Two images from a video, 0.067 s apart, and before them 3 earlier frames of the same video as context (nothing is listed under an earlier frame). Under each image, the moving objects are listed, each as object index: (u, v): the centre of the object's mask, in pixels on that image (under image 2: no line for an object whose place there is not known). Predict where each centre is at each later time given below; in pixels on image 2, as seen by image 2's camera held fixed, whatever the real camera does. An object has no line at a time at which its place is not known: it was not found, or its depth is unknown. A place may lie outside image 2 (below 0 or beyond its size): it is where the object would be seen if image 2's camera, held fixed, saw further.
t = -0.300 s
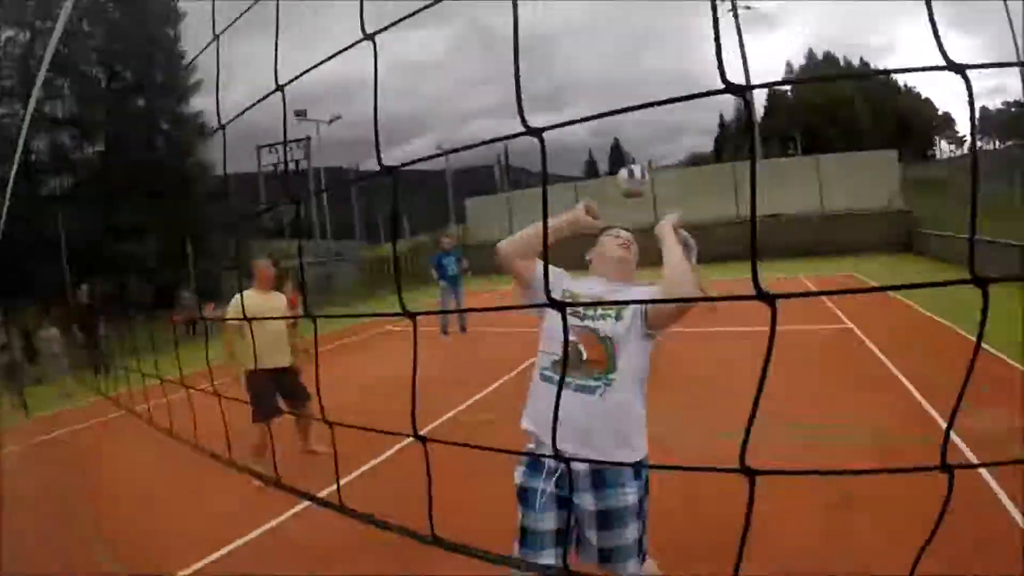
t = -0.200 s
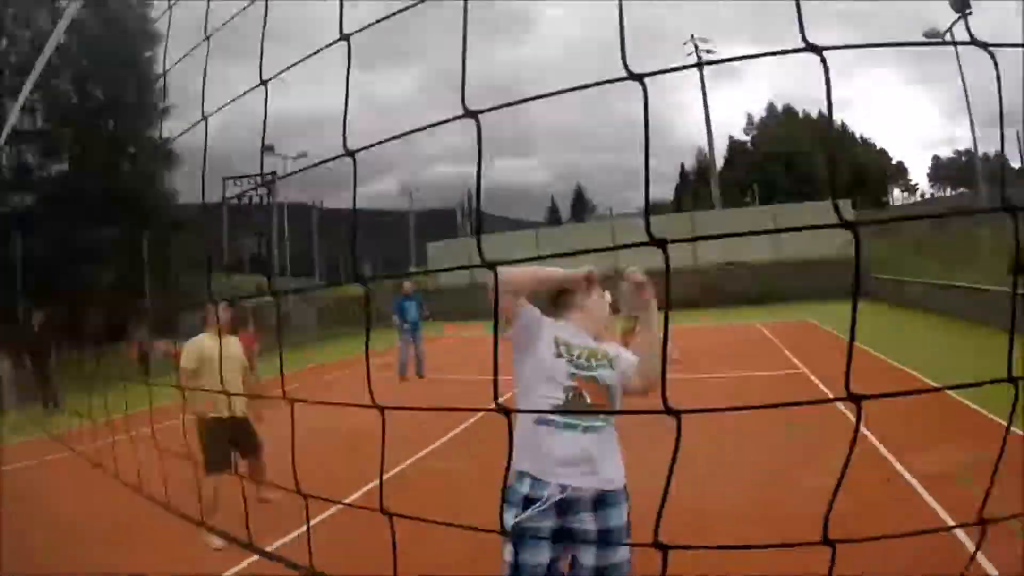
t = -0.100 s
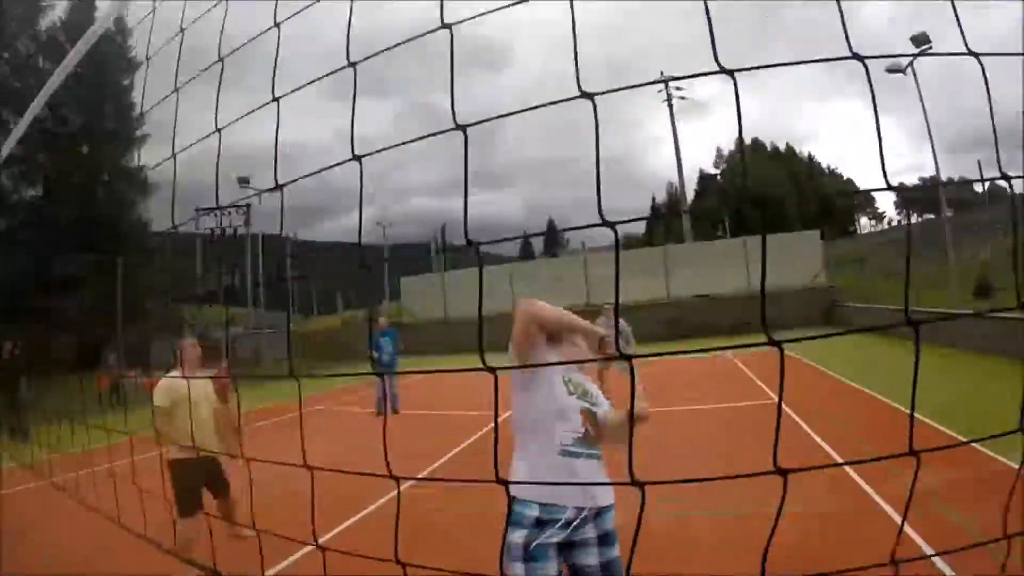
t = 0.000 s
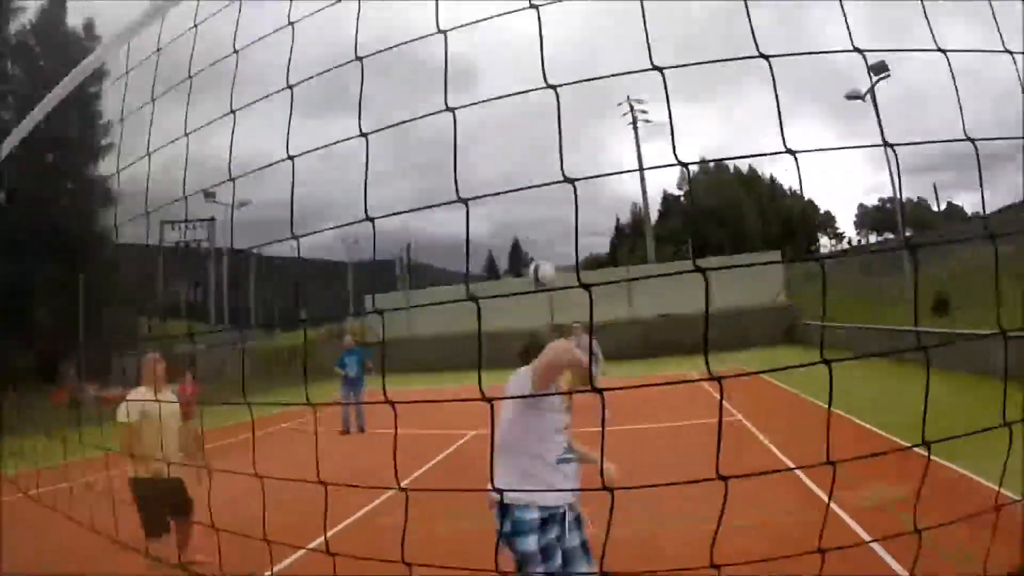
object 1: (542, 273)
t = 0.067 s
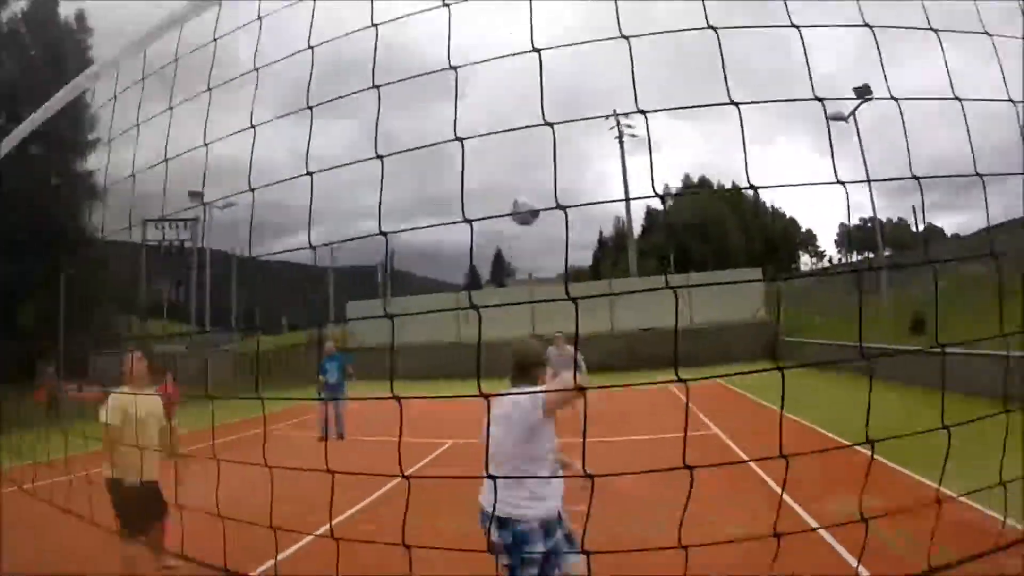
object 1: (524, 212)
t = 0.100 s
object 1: (524, 176)
